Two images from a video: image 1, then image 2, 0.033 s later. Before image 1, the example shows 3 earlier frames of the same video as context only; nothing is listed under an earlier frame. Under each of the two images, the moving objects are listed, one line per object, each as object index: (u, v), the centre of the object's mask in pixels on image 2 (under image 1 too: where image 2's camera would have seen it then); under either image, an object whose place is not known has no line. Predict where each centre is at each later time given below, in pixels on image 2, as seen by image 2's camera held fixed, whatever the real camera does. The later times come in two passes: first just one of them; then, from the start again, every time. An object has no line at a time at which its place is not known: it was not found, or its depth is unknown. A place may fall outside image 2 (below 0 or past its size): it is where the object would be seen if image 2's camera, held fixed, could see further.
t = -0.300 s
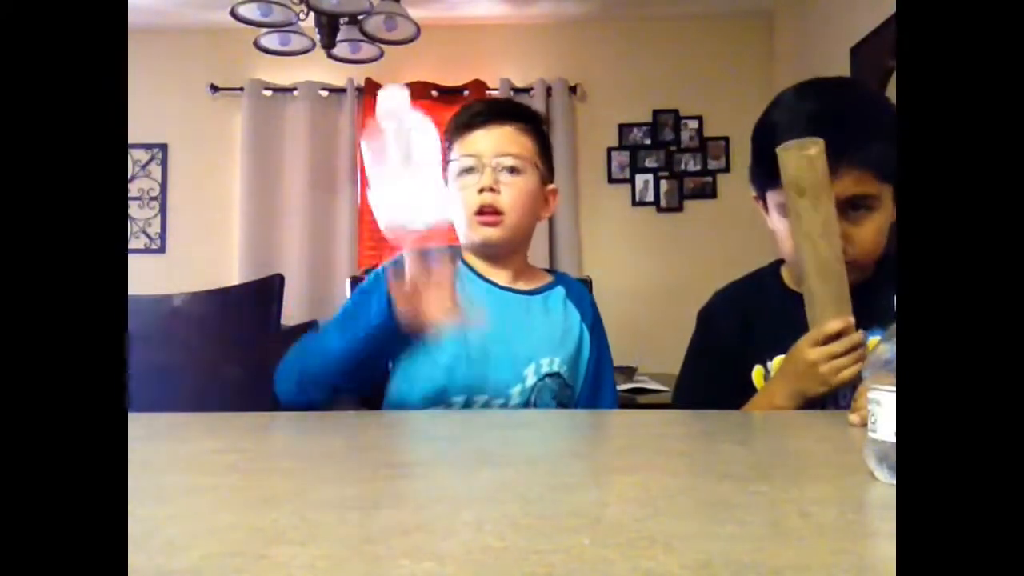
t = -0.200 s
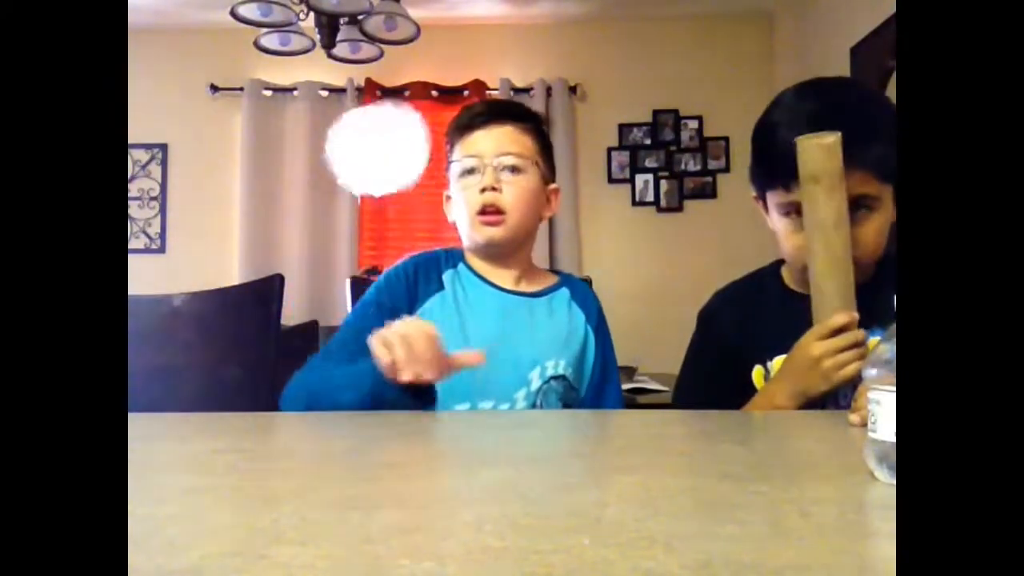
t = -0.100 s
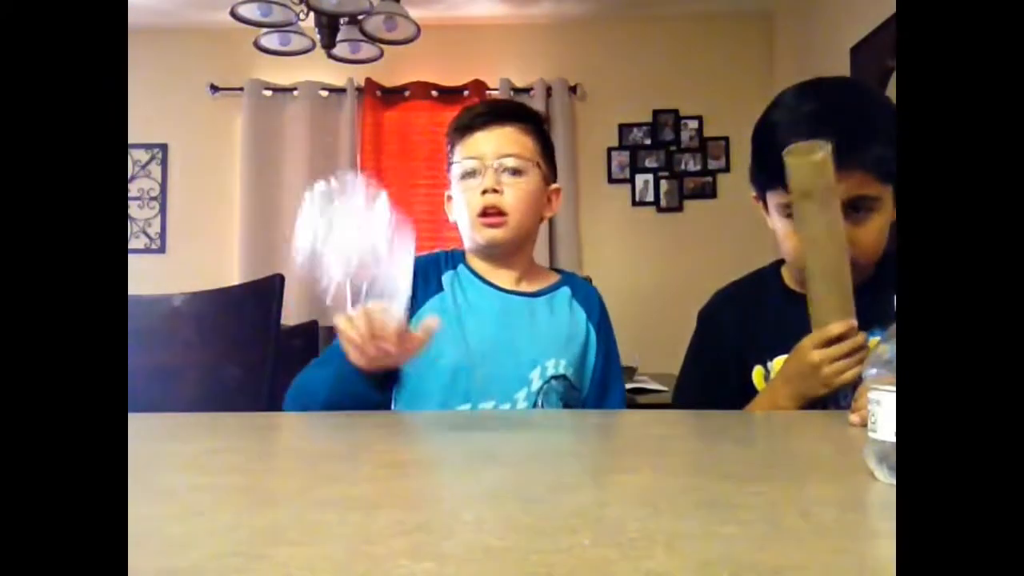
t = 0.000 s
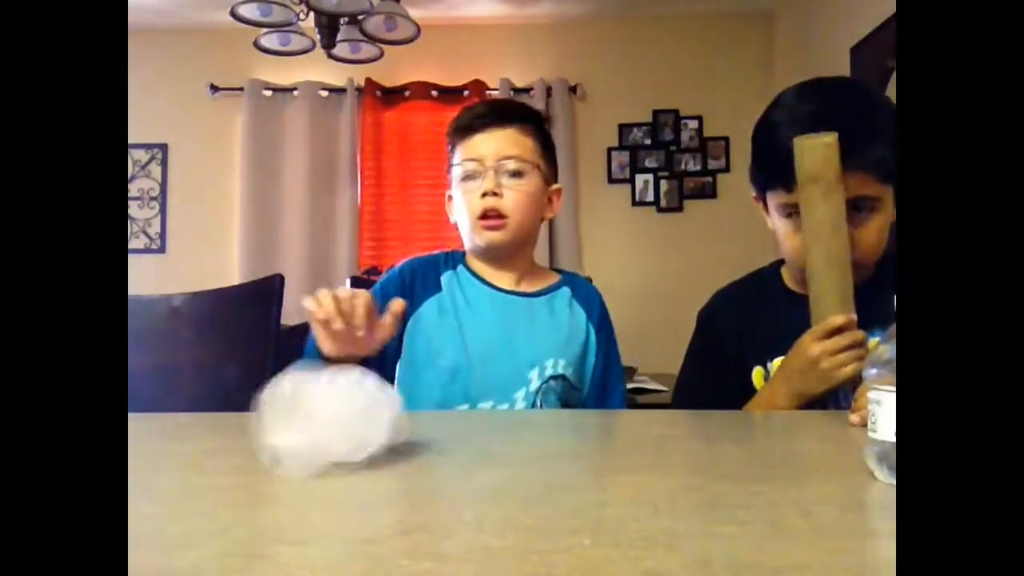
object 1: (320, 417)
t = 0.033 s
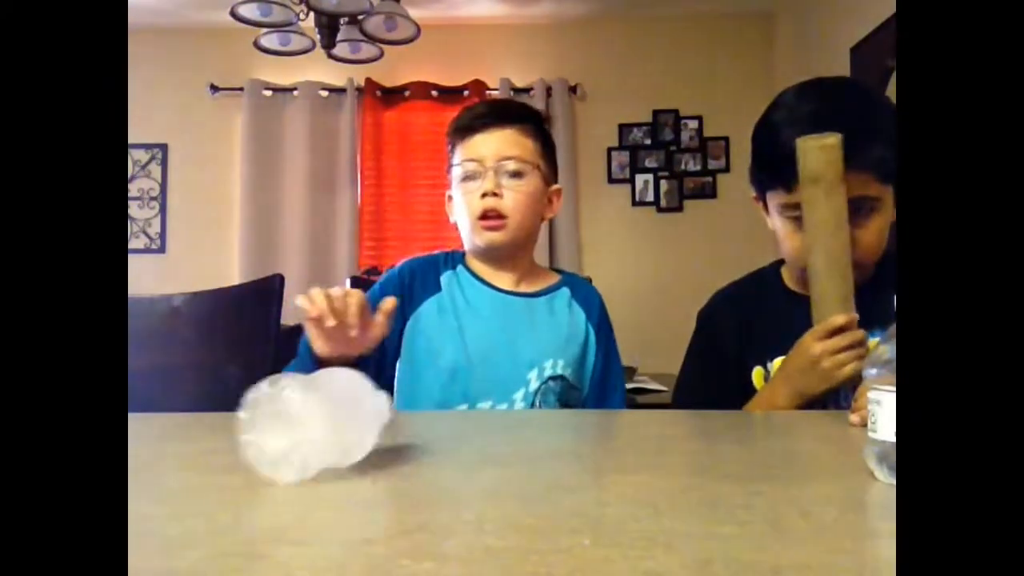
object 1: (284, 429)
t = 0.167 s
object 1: (239, 440)
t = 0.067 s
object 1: (271, 434)
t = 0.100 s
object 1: (255, 439)
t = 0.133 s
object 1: (249, 436)
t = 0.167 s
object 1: (239, 440)
